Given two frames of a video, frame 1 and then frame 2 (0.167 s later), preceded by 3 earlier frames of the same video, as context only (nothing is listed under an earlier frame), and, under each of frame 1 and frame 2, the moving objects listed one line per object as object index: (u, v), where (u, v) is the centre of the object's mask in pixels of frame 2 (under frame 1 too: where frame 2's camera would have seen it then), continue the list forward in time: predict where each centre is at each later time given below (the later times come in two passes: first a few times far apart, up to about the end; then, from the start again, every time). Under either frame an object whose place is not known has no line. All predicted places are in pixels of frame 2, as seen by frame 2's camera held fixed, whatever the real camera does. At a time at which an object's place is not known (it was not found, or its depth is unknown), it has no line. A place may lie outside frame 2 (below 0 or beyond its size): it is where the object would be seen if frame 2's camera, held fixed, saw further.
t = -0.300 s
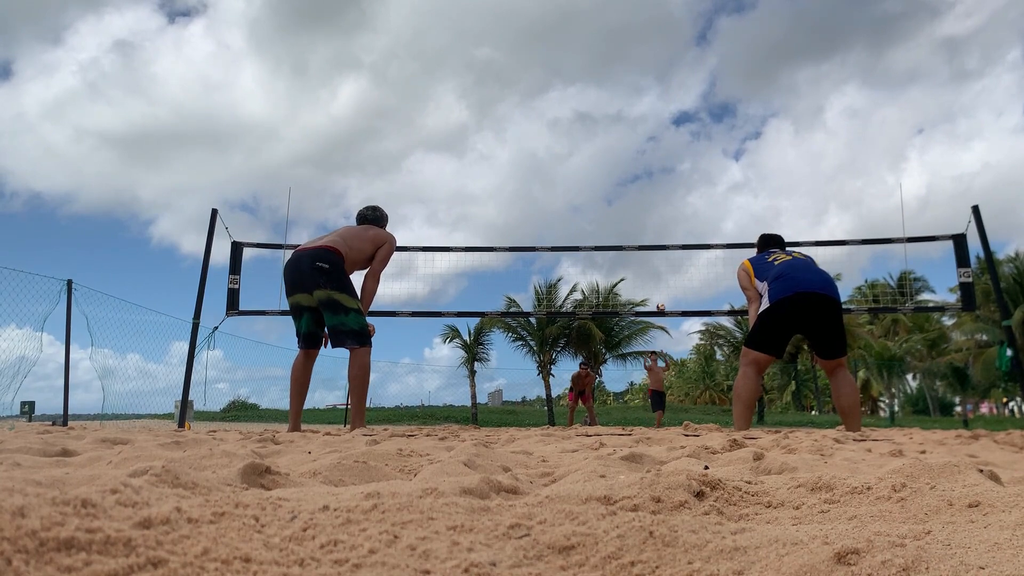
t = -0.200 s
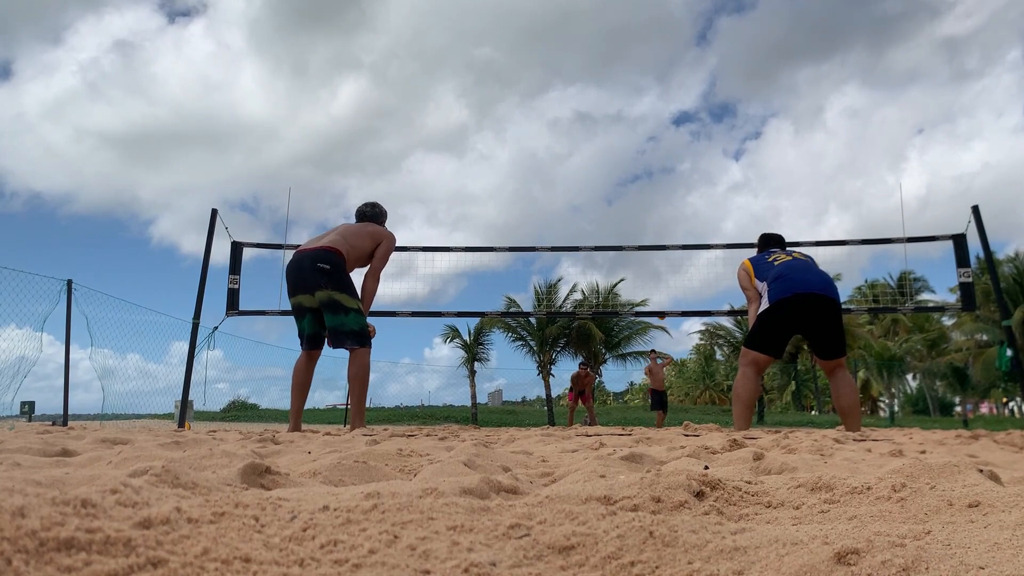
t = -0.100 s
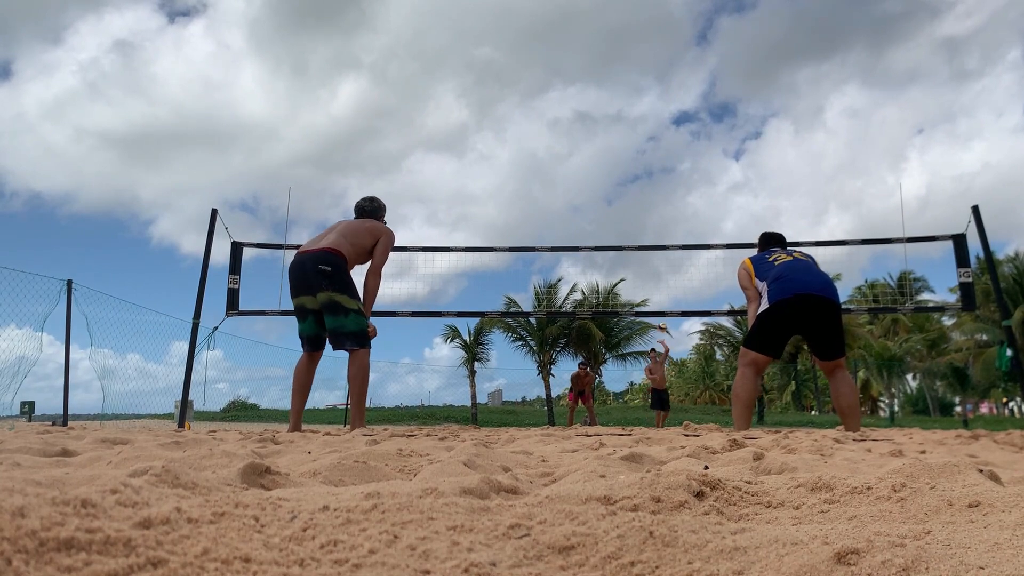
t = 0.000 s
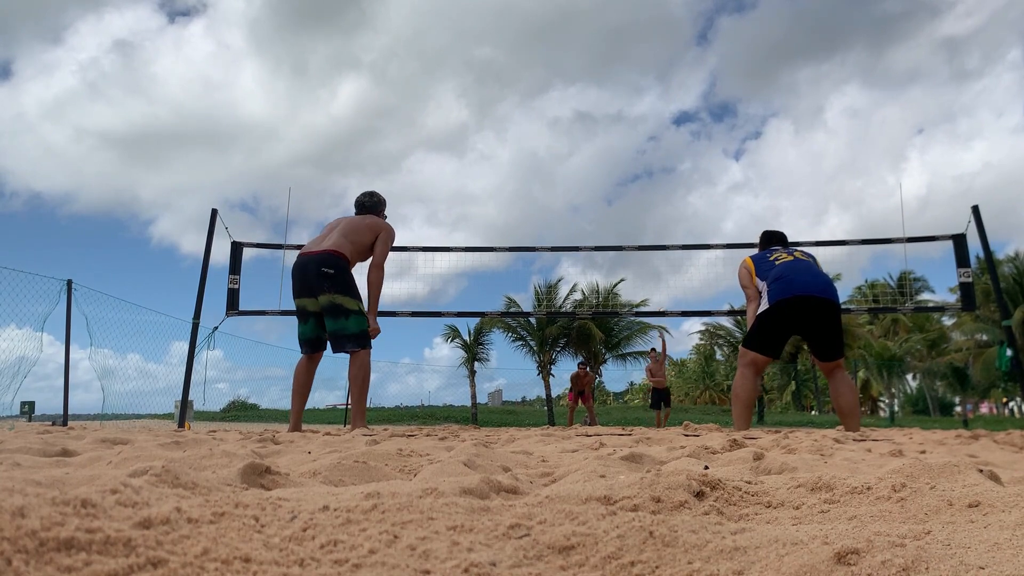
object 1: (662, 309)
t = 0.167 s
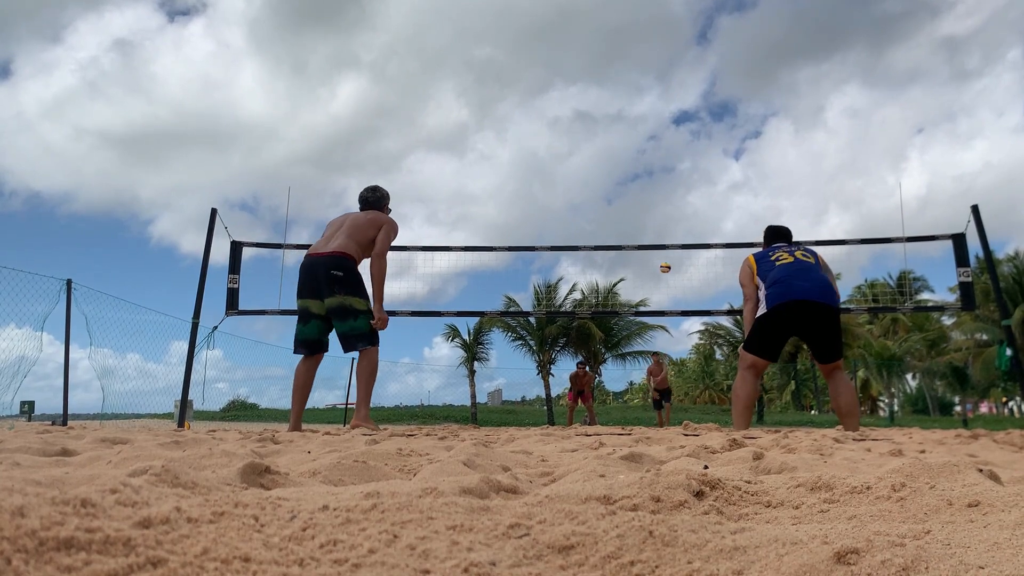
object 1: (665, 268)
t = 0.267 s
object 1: (667, 242)
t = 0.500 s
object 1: (674, 206)
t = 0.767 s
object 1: (684, 192)
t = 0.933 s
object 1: (689, 208)
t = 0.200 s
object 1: (666, 260)
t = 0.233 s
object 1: (667, 253)
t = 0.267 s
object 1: (667, 242)
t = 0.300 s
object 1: (668, 238)
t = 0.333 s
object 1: (669, 232)
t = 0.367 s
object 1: (670, 226)
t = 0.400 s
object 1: (671, 220)
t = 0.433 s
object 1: (672, 215)
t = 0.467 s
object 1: (673, 210)
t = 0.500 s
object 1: (674, 206)
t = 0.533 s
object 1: (675, 203)
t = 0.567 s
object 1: (676, 200)
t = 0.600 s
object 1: (678, 197)
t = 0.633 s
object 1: (679, 195)
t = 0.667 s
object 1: (680, 193)
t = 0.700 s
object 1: (681, 192)
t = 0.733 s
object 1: (683, 192)
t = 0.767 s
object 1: (684, 192)
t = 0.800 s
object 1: (685, 193)
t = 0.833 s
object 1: (686, 195)
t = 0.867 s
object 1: (687, 198)
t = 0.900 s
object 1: (688, 202)
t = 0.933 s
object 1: (689, 208)
